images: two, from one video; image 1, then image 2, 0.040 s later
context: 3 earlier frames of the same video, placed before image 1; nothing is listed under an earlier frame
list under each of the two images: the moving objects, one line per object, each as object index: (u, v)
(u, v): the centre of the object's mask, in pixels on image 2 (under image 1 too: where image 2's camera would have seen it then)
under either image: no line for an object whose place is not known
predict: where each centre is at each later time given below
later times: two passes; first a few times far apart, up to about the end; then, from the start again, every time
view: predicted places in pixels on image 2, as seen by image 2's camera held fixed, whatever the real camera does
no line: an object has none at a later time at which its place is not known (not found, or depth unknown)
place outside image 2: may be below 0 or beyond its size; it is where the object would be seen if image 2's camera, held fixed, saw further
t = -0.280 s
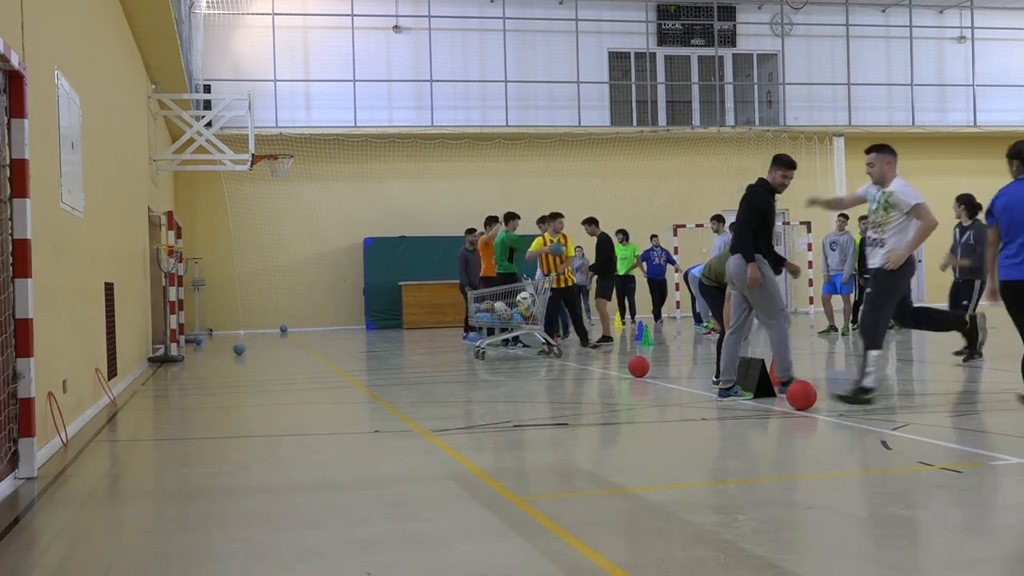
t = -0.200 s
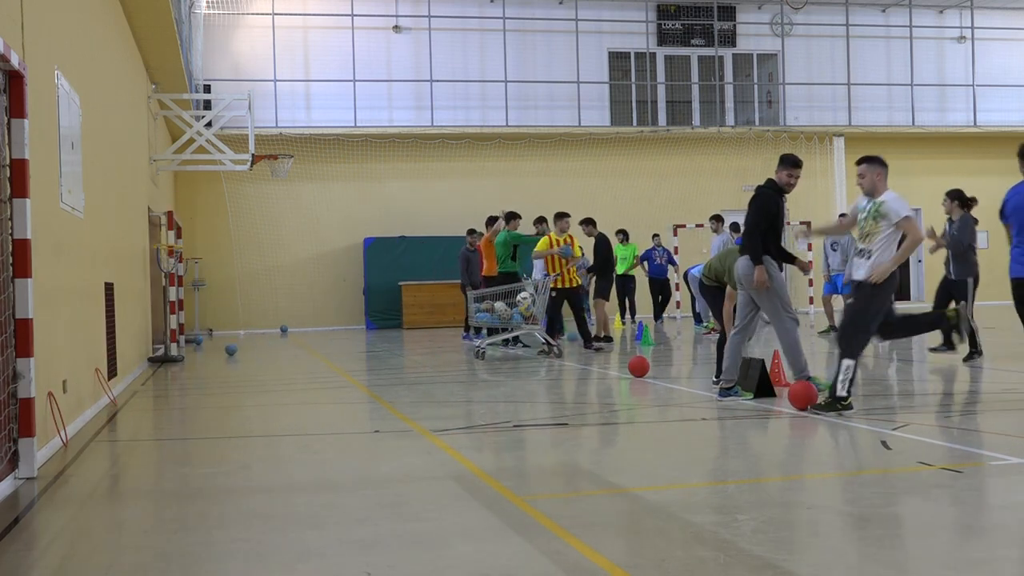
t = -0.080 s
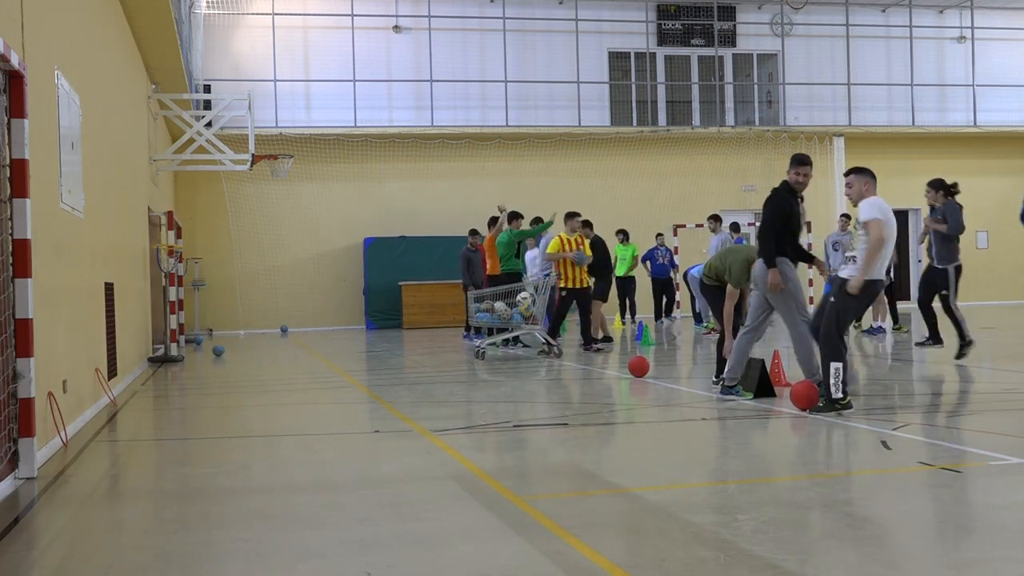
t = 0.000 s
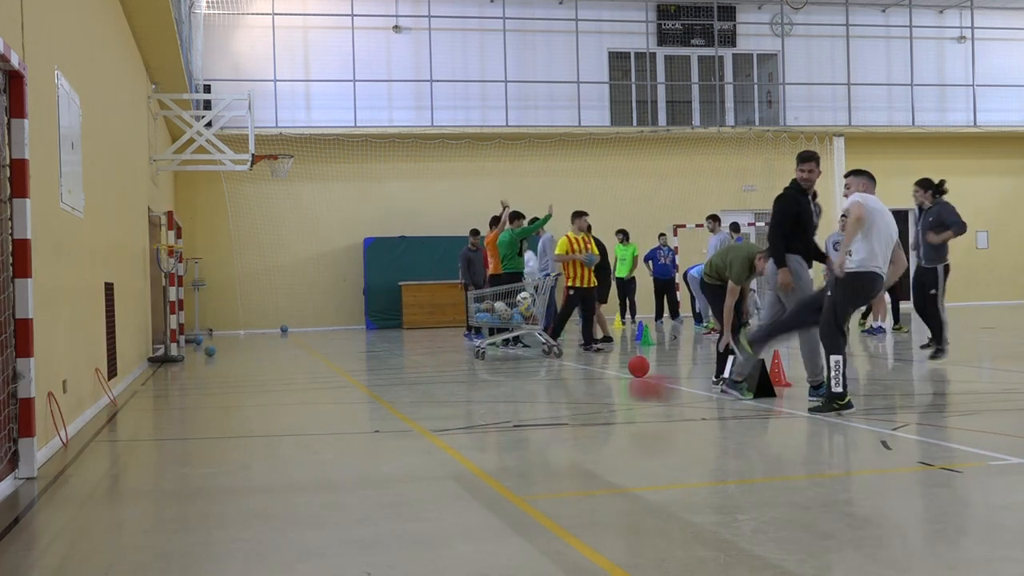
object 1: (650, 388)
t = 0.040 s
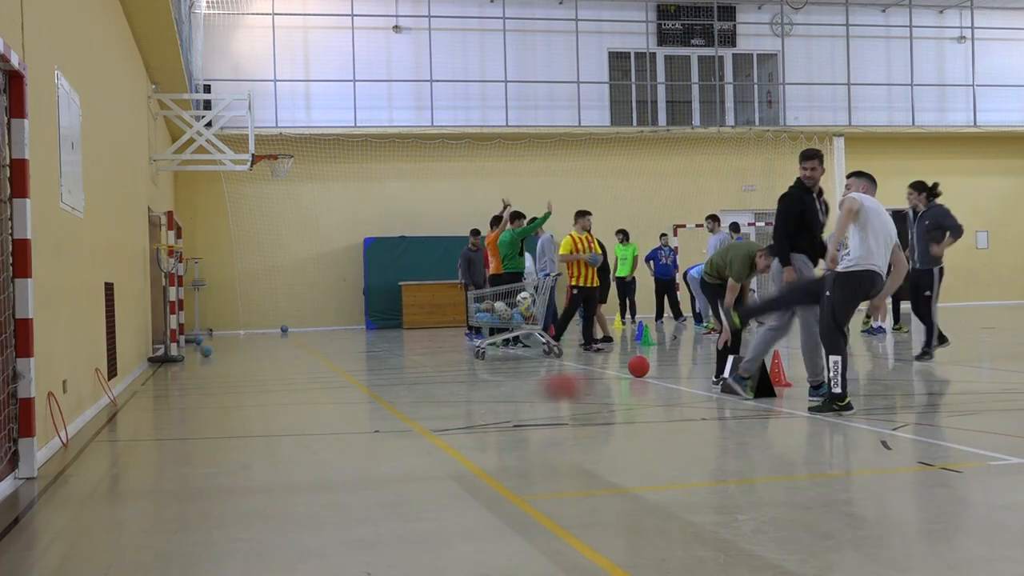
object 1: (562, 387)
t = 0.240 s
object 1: (113, 426)
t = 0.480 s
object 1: (247, 349)
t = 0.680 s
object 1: (397, 344)
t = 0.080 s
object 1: (474, 389)
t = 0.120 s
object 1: (387, 393)
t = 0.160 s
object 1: (295, 401)
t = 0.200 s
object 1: (204, 412)
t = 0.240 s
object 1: (113, 426)
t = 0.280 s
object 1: (75, 414)
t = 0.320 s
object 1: (112, 396)
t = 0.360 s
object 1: (148, 381)
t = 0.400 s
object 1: (180, 368)
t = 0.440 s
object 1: (216, 357)
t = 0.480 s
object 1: (247, 349)
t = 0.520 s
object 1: (279, 344)
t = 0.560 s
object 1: (309, 340)
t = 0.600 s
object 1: (339, 340)
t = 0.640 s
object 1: (368, 341)
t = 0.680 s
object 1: (397, 344)
